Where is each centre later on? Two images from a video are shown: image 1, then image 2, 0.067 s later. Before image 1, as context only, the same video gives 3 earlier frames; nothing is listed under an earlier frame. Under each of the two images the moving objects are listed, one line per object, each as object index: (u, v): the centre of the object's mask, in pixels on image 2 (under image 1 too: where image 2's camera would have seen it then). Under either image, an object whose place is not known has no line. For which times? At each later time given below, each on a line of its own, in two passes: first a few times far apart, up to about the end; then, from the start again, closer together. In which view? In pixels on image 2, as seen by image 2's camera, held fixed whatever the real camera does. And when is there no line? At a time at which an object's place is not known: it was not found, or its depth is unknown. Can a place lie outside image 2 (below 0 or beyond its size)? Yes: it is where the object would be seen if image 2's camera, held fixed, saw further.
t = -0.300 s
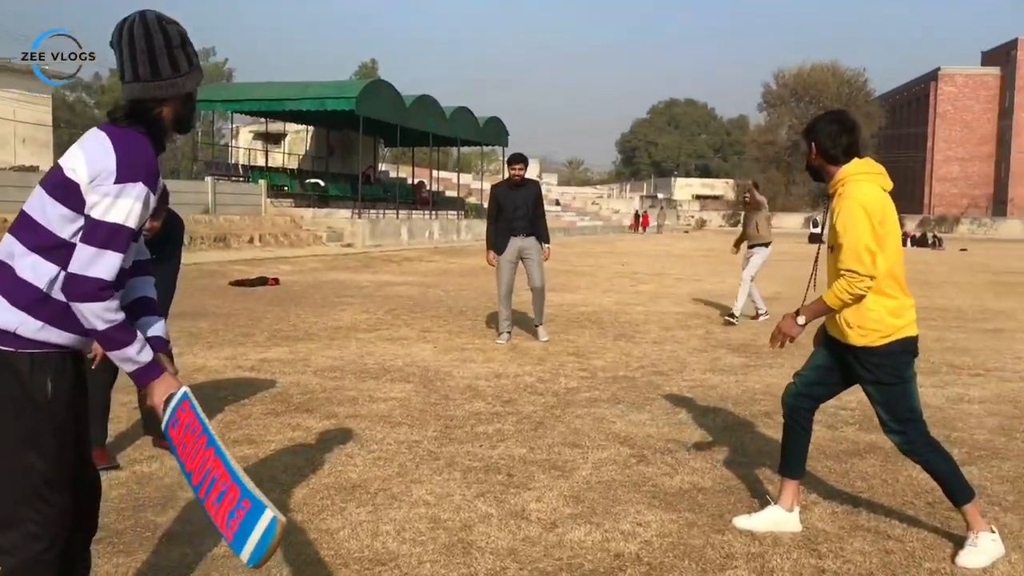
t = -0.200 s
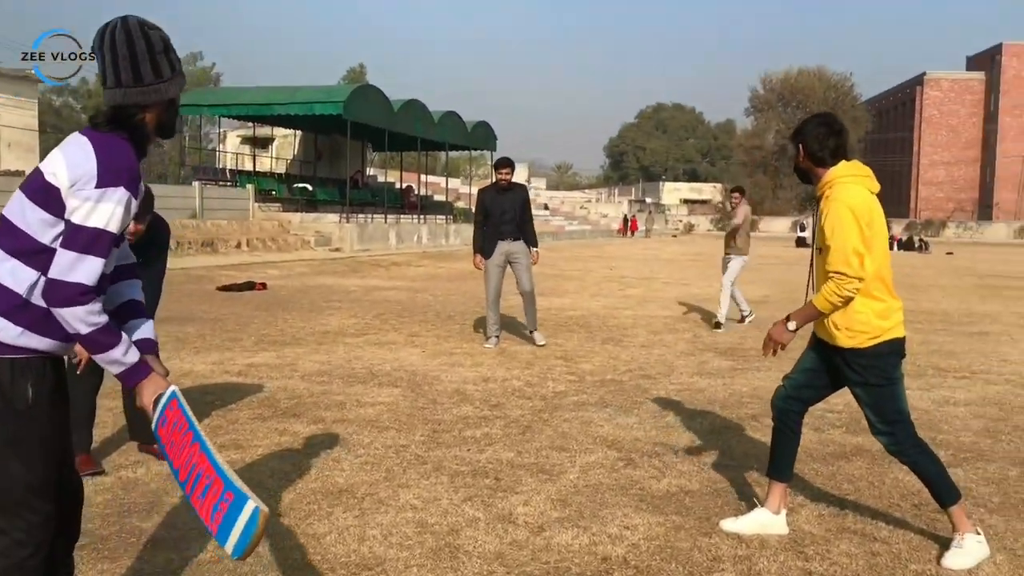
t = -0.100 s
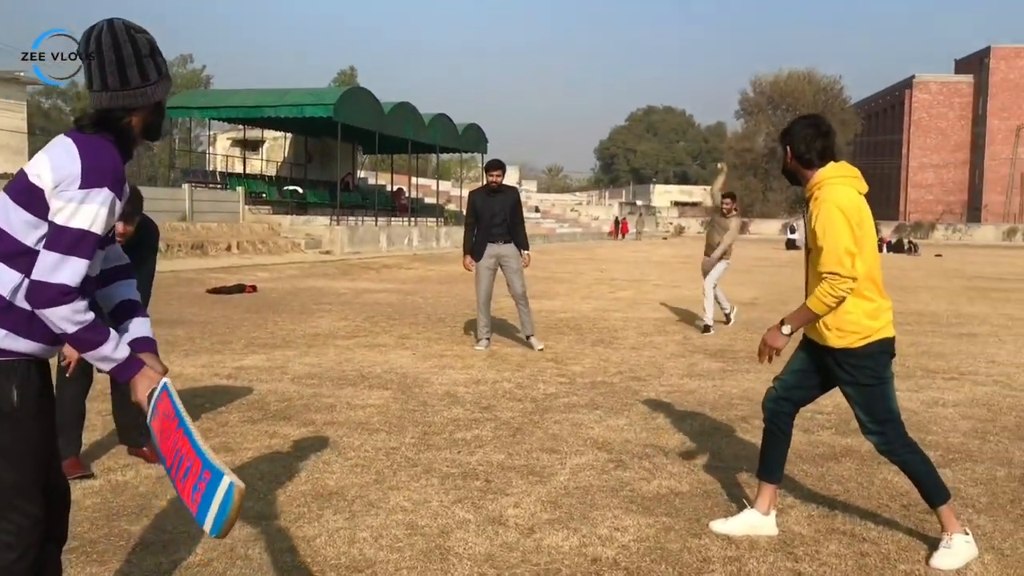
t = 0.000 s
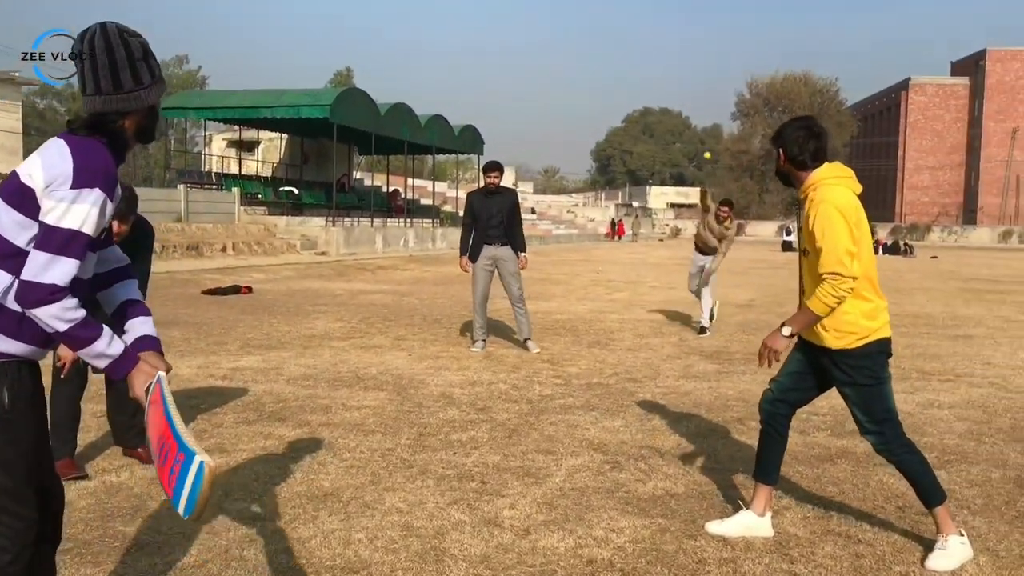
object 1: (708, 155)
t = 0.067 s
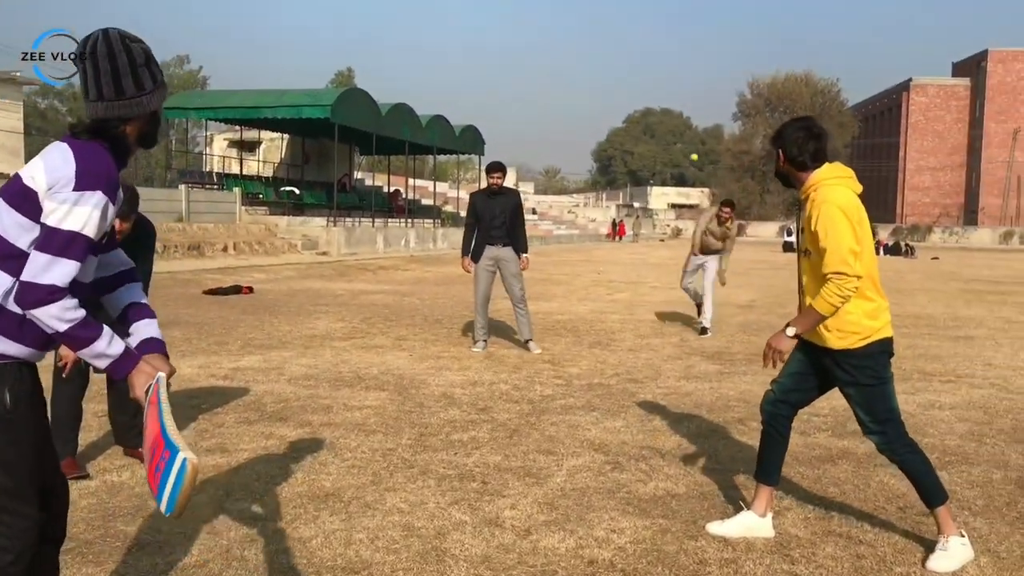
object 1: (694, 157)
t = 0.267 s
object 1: (637, 196)
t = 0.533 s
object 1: (480, 419)
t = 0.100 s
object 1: (686, 159)
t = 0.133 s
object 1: (678, 163)
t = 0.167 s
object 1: (669, 168)
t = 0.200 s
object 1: (659, 175)
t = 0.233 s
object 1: (649, 184)
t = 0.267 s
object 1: (637, 196)
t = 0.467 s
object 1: (534, 331)
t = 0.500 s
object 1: (510, 371)
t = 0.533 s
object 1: (480, 419)
